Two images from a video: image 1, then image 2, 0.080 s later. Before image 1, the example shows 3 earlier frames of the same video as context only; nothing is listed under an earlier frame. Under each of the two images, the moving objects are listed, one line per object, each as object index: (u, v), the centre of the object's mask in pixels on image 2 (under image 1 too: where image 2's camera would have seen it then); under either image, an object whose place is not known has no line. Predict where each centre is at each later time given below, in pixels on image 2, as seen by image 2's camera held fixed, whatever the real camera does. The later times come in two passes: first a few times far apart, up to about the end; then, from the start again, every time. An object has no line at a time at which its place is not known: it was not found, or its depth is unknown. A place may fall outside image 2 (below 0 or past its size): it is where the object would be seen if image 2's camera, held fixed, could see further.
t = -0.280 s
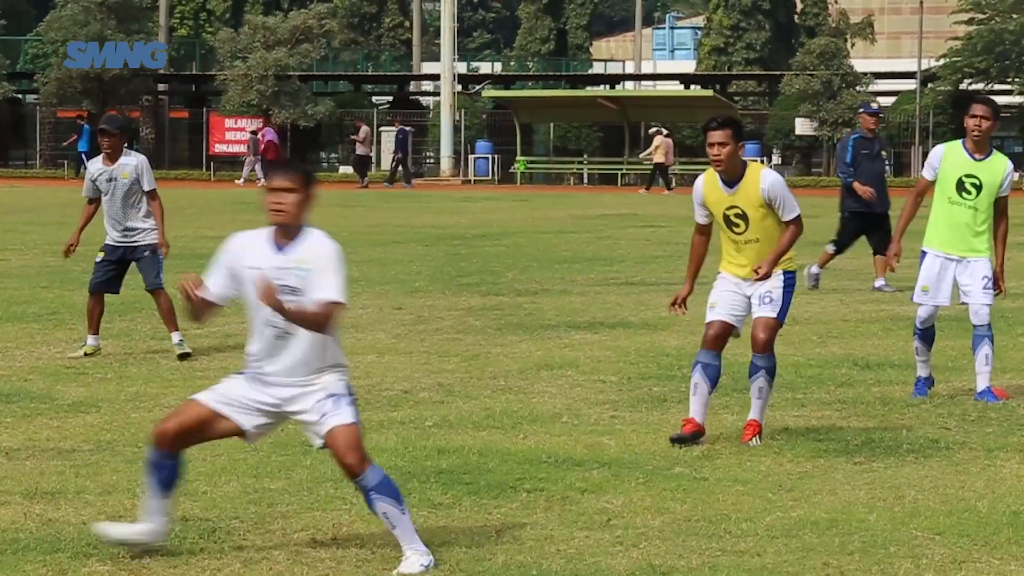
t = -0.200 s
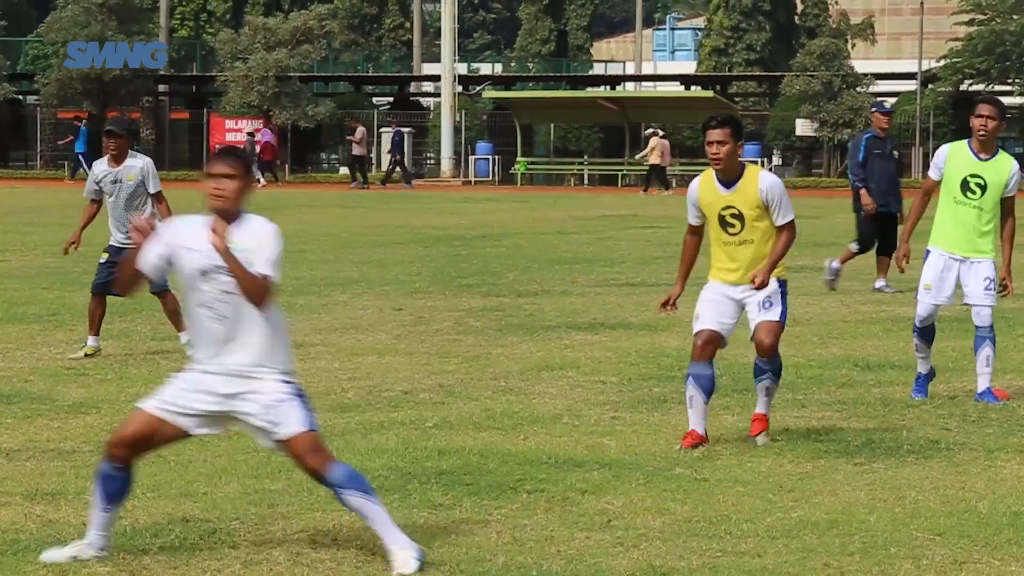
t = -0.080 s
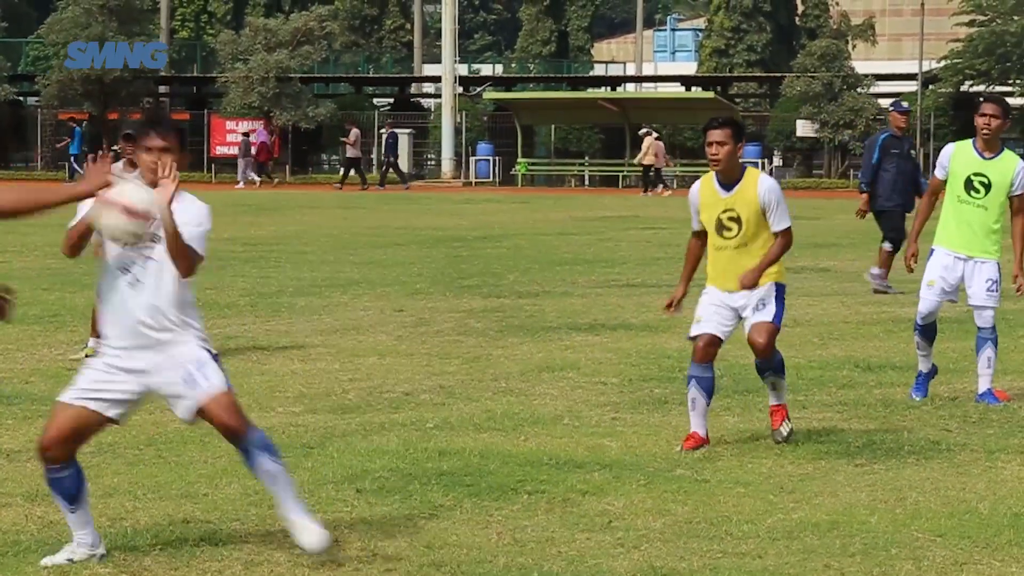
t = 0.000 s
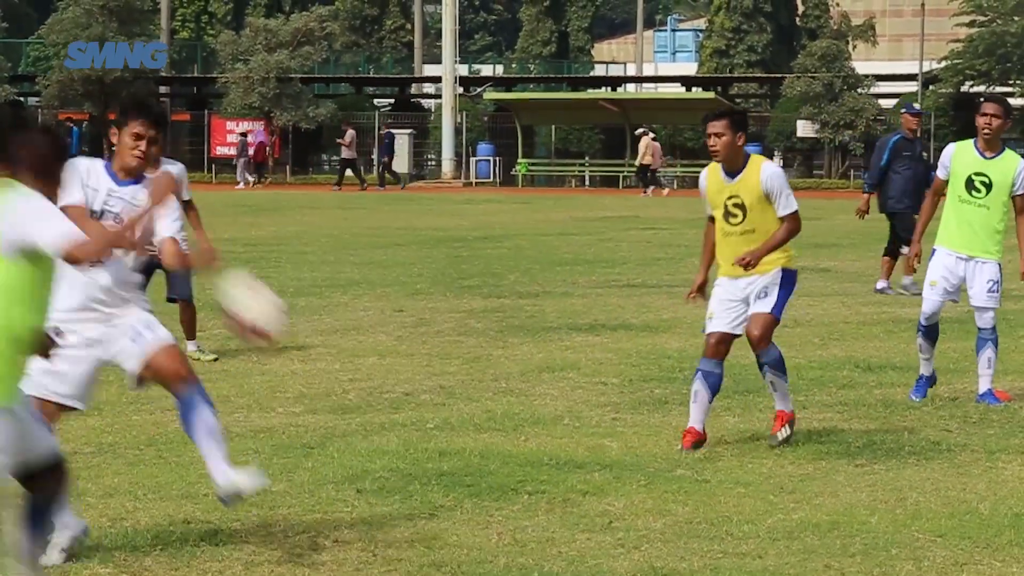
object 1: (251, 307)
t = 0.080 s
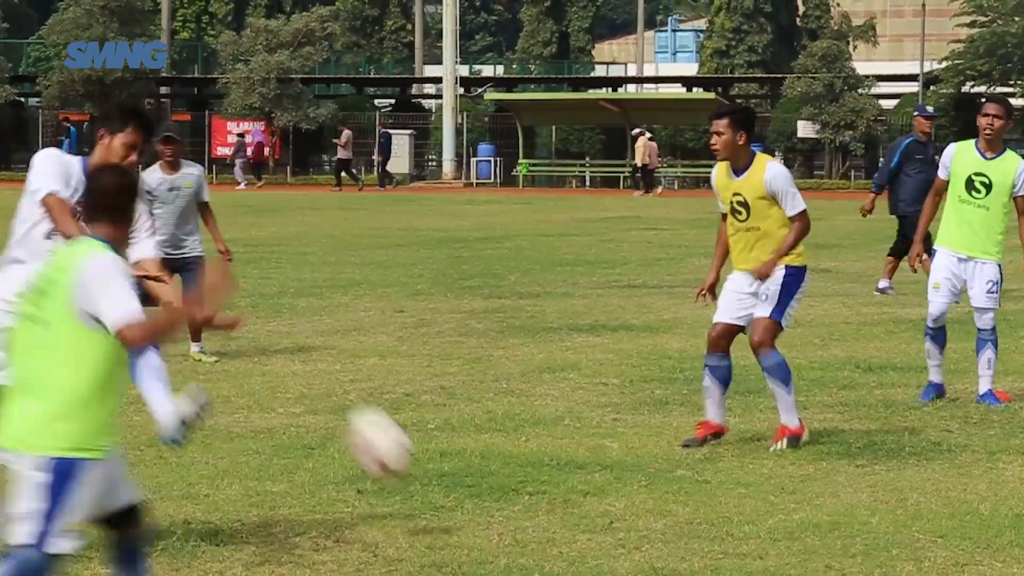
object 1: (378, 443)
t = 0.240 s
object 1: (523, 378)
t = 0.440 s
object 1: (650, 249)
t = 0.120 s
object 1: (429, 503)
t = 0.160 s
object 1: (465, 463)
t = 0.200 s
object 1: (494, 419)
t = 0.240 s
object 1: (523, 378)
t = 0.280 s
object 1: (550, 343)
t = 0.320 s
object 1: (575, 313)
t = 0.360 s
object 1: (601, 287)
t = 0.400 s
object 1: (627, 265)
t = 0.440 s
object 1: (650, 249)
